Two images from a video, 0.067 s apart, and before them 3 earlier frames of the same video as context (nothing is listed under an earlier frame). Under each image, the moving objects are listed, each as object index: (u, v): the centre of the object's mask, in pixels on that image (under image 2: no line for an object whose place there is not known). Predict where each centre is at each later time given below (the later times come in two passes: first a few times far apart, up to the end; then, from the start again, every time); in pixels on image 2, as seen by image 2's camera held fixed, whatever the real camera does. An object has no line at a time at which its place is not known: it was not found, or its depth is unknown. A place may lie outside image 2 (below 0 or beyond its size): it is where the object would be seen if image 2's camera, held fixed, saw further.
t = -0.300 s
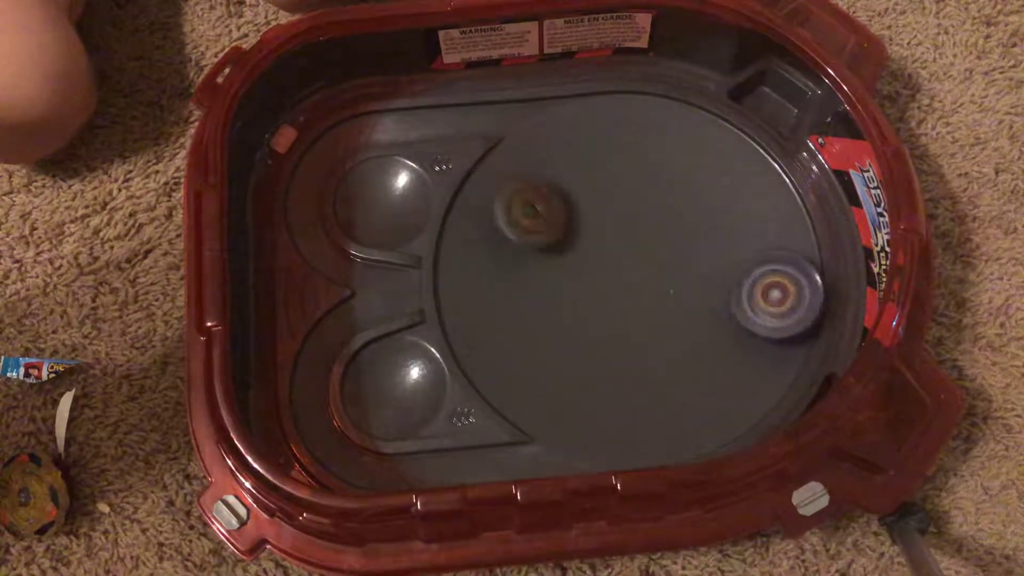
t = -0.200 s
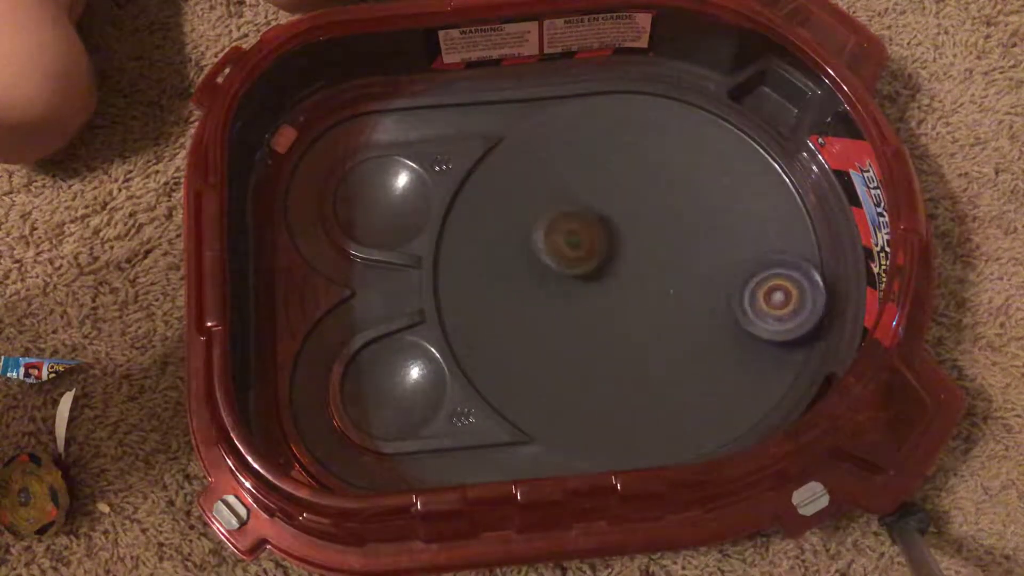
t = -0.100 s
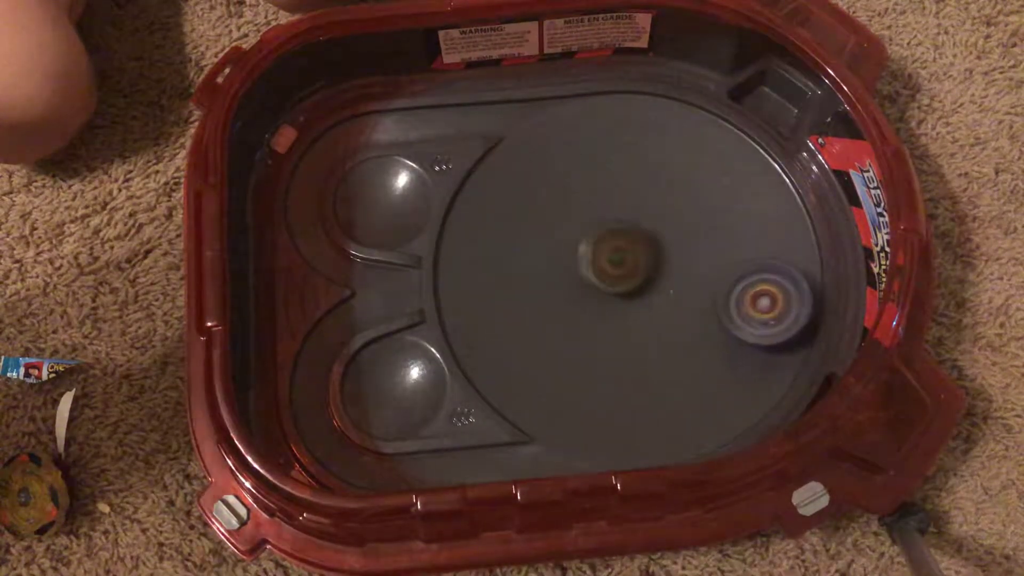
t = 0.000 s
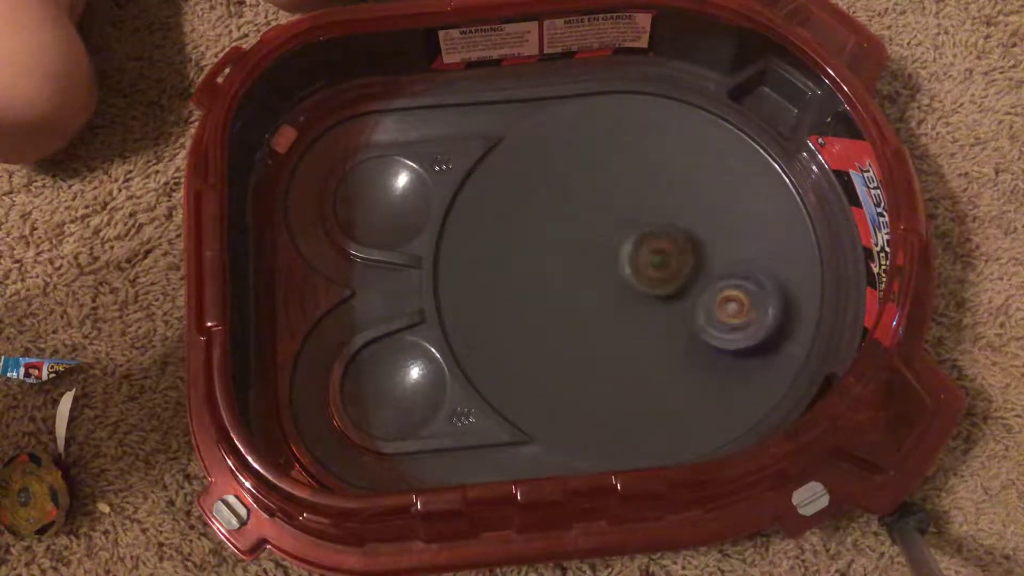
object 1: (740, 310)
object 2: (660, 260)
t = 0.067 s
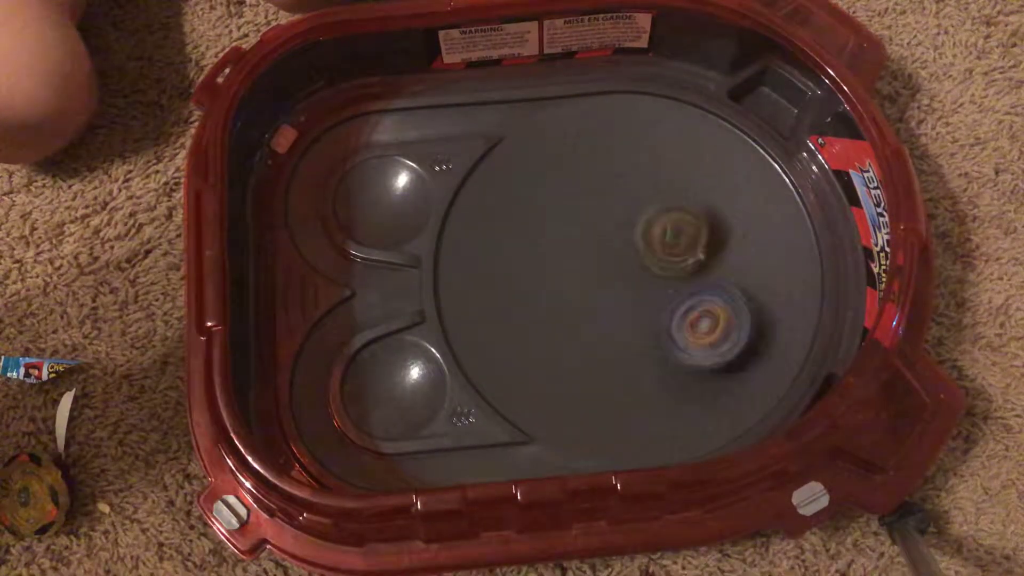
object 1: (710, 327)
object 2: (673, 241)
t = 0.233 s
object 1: (665, 364)
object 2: (691, 175)
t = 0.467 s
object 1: (623, 362)
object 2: (750, 193)
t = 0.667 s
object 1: (579, 338)
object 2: (806, 244)
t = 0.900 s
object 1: (550, 284)
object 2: (806, 322)
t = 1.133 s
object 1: (545, 234)
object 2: (747, 389)
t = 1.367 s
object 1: (574, 204)
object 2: (653, 414)
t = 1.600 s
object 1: (620, 198)
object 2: (552, 392)
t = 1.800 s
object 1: (663, 215)
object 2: (488, 349)
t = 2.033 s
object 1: (691, 255)
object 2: (449, 275)
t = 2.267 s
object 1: (690, 297)
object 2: (472, 204)
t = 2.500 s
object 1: (660, 329)
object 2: (543, 158)
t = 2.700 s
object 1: (616, 333)
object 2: (616, 147)
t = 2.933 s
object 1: (568, 312)
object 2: (696, 170)
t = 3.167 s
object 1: (543, 272)
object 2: (749, 221)
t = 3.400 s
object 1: (551, 232)
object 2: (756, 293)
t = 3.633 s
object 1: (587, 207)
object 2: (717, 359)
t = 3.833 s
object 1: (631, 203)
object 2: (657, 388)
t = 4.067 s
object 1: (673, 227)
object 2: (578, 382)
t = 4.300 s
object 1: (692, 276)
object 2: (517, 335)
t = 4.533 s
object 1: (676, 316)
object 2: (496, 271)
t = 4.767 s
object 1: (633, 334)
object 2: (522, 210)
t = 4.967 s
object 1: (590, 323)
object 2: (570, 172)
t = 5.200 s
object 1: (555, 288)
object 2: (635, 159)
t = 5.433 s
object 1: (550, 243)
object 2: (694, 192)
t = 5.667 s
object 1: (578, 213)
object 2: (729, 256)
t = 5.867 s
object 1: (616, 209)
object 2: (731, 314)
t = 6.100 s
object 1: (662, 230)
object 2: (693, 362)
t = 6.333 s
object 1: (683, 272)
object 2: (624, 369)
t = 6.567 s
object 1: (671, 314)
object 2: (555, 341)
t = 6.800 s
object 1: (630, 327)
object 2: (514, 291)
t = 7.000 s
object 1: (591, 314)
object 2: (510, 244)
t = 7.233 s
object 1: (561, 283)
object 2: (548, 192)
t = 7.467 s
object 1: (552, 253)
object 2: (592, 147)
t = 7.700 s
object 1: (578, 231)
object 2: (648, 167)
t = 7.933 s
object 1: (568, 238)
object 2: (774, 201)
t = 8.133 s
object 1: (562, 258)
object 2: (796, 251)
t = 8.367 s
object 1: (569, 286)
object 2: (735, 309)
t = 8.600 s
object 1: (572, 298)
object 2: (682, 320)
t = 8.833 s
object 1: (559, 283)
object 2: (645, 273)
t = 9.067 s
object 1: (565, 261)
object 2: (663, 217)
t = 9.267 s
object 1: (597, 246)
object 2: (702, 201)
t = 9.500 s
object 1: (642, 236)
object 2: (732, 236)
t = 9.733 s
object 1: (593, 216)
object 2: (780, 303)
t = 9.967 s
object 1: (560, 215)
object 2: (711, 307)
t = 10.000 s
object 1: (558, 215)
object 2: (699, 302)
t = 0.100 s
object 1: (701, 343)
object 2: (677, 221)
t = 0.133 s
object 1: (689, 351)
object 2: (680, 202)
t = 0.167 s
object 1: (679, 357)
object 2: (682, 189)
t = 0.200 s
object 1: (670, 361)
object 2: (686, 180)
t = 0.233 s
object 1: (665, 364)
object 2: (691, 175)
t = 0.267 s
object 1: (660, 366)
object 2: (696, 173)
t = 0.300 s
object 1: (655, 367)
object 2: (705, 172)
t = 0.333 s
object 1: (648, 367)
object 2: (714, 176)
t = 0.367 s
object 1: (641, 367)
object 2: (722, 177)
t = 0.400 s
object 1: (635, 365)
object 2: (730, 181)
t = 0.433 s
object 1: (629, 364)
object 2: (741, 186)
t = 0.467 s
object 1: (623, 362)
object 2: (750, 193)
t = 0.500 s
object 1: (614, 360)
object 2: (761, 201)
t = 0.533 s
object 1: (606, 356)
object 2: (772, 208)
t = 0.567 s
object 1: (599, 352)
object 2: (781, 217)
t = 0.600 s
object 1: (592, 347)
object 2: (791, 225)
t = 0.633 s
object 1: (586, 343)
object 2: (799, 235)
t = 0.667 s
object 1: (579, 338)
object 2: (806, 244)
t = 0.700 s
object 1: (574, 329)
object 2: (813, 255)
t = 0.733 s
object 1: (567, 322)
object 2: (818, 266)
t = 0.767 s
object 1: (563, 313)
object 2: (816, 277)
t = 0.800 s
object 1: (559, 306)
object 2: (814, 287)
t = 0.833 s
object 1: (556, 298)
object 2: (812, 300)
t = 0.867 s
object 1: (553, 290)
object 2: (811, 310)
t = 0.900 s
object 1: (550, 284)
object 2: (806, 322)
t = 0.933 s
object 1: (548, 278)
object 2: (801, 333)
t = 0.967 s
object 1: (546, 270)
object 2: (795, 344)
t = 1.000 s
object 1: (543, 262)
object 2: (788, 355)
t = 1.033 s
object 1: (542, 255)
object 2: (779, 365)
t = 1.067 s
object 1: (542, 248)
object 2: (771, 374)
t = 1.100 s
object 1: (542, 242)
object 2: (760, 383)
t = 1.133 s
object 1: (545, 234)
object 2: (747, 389)
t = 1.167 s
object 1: (547, 230)
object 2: (736, 397)
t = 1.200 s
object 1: (550, 224)
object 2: (724, 402)
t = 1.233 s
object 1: (553, 218)
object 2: (709, 407)
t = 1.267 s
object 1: (558, 215)
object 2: (696, 409)
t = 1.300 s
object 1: (562, 211)
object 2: (684, 413)
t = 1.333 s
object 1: (567, 206)
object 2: (667, 415)
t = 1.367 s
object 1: (574, 204)
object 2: (653, 414)
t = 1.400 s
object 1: (580, 202)
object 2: (638, 415)
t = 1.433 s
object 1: (586, 199)
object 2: (622, 412)
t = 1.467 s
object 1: (593, 199)
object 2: (610, 410)
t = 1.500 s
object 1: (599, 198)
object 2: (593, 408)
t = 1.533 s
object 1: (606, 198)
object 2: (581, 405)
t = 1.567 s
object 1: (613, 198)
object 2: (565, 397)
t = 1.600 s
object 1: (620, 198)
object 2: (552, 392)
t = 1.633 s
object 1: (627, 200)
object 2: (542, 387)
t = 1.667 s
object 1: (637, 202)
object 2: (529, 380)
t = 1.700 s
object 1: (642, 204)
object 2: (519, 373)
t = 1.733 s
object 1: (649, 207)
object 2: (504, 364)
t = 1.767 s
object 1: (656, 210)
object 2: (496, 358)
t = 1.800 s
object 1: (663, 215)
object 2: (488, 349)
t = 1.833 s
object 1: (668, 218)
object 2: (479, 339)
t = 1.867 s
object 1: (673, 225)
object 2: (472, 330)
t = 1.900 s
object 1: (677, 230)
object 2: (464, 319)
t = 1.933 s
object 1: (682, 236)
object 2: (458, 308)
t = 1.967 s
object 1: (686, 241)
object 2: (454, 298)
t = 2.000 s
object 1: (690, 250)
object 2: (451, 285)
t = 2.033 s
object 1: (691, 255)
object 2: (449, 275)
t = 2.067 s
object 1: (691, 259)
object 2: (449, 262)
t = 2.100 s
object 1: (693, 266)
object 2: (450, 252)
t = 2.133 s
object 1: (695, 273)
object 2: (452, 242)
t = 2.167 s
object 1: (695, 279)
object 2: (455, 232)
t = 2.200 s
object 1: (694, 286)
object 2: (460, 220)
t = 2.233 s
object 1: (692, 291)
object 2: (466, 212)
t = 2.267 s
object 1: (690, 297)
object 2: (472, 204)
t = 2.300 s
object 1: (687, 303)
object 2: (479, 196)
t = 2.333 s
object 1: (683, 309)
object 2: (489, 188)
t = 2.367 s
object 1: (680, 314)
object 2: (498, 181)
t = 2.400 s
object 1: (676, 318)
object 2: (509, 175)
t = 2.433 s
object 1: (671, 322)
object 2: (519, 169)
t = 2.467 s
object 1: (665, 326)
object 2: (531, 165)
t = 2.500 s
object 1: (660, 329)
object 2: (543, 158)
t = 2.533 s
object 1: (652, 330)
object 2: (556, 155)
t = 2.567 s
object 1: (646, 331)
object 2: (567, 152)
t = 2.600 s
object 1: (639, 332)
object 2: (578, 149)
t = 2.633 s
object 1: (631, 334)
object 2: (589, 146)
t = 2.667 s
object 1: (624, 335)
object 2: (603, 146)
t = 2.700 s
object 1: (616, 333)
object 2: (616, 147)
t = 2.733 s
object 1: (608, 331)
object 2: (627, 147)
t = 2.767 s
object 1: (601, 330)
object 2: (638, 149)
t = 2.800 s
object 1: (594, 327)
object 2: (650, 151)
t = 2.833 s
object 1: (587, 324)
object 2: (663, 154)
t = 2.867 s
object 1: (581, 321)
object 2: (673, 158)
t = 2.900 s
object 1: (574, 316)
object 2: (686, 163)
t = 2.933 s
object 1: (568, 312)
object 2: (696, 170)
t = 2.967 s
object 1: (563, 307)
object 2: (706, 175)
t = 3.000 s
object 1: (558, 302)
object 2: (715, 180)
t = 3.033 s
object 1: (553, 295)
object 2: (723, 187)
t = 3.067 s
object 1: (550, 290)
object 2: (731, 196)
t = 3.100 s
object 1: (547, 284)
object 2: (738, 203)
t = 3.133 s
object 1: (545, 278)
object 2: (744, 212)
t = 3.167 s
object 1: (543, 272)
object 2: (749, 221)
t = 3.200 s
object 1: (542, 266)
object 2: (752, 229)
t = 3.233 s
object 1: (542, 260)
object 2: (754, 240)
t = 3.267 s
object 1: (542, 253)
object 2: (758, 251)
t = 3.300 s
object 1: (543, 247)
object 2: (758, 261)
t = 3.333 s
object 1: (545, 242)
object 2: (758, 271)
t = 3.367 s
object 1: (547, 236)
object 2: (758, 281)
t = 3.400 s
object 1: (551, 232)
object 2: (756, 293)
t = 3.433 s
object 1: (554, 227)
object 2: (753, 303)
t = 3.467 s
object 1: (558, 223)
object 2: (750, 313)
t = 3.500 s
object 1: (563, 219)
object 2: (744, 323)
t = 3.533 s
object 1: (568, 215)
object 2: (739, 333)
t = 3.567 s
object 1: (575, 211)
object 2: (732, 342)
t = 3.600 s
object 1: (580, 209)
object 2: (726, 351)
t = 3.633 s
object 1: (587, 207)
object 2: (717, 359)
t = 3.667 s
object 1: (593, 205)
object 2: (711, 367)
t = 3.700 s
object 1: (601, 203)
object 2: (699, 372)
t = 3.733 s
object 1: (609, 201)
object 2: (689, 378)
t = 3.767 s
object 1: (616, 202)
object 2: (679, 383)
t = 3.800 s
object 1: (624, 202)
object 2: (666, 385)
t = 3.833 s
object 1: (631, 203)
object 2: (657, 388)
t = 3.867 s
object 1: (638, 205)
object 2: (646, 390)
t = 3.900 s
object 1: (646, 207)
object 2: (636, 393)
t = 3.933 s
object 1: (652, 210)
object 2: (624, 393)
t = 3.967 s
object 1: (657, 212)
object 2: (611, 392)
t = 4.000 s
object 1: (664, 216)
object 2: (601, 390)
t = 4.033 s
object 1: (668, 220)
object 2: (589, 386)
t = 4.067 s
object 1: (673, 227)
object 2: (578, 382)
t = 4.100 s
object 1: (678, 233)
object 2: (567, 378)
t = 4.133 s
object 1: (682, 239)
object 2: (558, 372)
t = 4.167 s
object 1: (684, 246)
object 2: (548, 366)
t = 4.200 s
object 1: (688, 253)
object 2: (540, 360)
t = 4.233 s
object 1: (691, 262)
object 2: (529, 348)
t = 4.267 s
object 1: (692, 269)
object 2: (523, 344)
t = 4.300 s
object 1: (692, 276)
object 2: (517, 335)
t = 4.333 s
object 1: (693, 281)
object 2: (510, 325)
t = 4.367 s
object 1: (692, 288)
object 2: (505, 316)
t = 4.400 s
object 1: (690, 294)
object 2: (502, 308)
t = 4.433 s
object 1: (687, 299)
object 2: (499, 301)
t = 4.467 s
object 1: (684, 304)
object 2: (497, 289)
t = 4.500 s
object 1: (680, 311)
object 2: (496, 280)
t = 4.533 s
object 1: (676, 316)
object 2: (496, 271)
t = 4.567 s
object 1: (672, 320)
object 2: (496, 260)
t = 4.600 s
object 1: (667, 325)
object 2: (498, 252)
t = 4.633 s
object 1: (662, 327)
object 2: (501, 243)
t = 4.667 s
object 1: (656, 330)
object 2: (504, 233)
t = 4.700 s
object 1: (648, 331)
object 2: (509, 225)
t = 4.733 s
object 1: (641, 332)
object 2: (515, 217)
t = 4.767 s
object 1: (633, 334)
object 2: (522, 210)
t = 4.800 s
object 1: (628, 332)
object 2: (529, 203)
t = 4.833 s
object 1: (622, 332)
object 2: (536, 196)
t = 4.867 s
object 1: (612, 332)
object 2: (544, 188)
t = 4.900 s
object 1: (604, 329)
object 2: (553, 182)
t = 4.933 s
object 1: (597, 327)
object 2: (561, 177)
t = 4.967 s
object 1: (590, 323)
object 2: (570, 172)
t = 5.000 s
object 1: (585, 321)
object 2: (579, 168)
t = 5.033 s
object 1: (578, 317)
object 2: (588, 163)
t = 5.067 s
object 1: (574, 313)
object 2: (597, 159)
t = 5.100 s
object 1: (569, 308)
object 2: (607, 158)
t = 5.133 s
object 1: (563, 301)
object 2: (616, 158)
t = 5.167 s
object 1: (558, 295)
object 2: (625, 158)
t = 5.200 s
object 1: (555, 288)
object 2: (635, 159)
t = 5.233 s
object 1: (552, 283)
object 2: (644, 161)
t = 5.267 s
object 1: (552, 277)
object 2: (654, 165)
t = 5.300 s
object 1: (549, 269)
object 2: (663, 169)
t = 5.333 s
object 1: (548, 263)
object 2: (672, 175)
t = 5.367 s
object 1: (548, 256)
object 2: (680, 180)
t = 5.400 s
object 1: (548, 248)
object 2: (687, 186)
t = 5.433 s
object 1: (550, 243)
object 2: (694, 192)
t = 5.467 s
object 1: (552, 239)
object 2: (702, 203)
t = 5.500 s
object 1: (555, 234)
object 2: (707, 209)
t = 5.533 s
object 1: (559, 229)
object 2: (713, 218)
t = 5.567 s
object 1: (563, 223)
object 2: (717, 227)
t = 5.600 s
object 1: (568, 219)
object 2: (722, 238)
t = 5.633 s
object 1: (572, 216)
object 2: (727, 247)
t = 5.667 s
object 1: (578, 213)
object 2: (729, 256)
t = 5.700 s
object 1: (584, 212)
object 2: (731, 266)
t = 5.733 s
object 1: (591, 210)
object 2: (734, 277)
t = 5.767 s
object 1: (597, 208)
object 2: (733, 285)
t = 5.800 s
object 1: (603, 208)
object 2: (734, 296)
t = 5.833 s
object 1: (609, 208)
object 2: (733, 305)
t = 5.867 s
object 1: (616, 209)
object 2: (731, 314)
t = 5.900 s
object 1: (624, 210)
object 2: (727, 322)
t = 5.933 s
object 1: (631, 212)
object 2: (722, 330)
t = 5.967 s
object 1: (638, 213)
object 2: (721, 338)
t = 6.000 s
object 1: (644, 217)
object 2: (714, 345)
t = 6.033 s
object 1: (650, 221)
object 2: (708, 351)
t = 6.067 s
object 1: (656, 226)
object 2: (701, 357)
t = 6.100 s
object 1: (662, 230)
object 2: (693, 362)
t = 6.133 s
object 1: (668, 235)
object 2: (684, 365)
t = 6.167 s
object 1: (672, 243)
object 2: (676, 368)
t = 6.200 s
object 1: (675, 248)
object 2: (666, 370)
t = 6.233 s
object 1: (678, 254)
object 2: (656, 371)
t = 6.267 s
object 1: (681, 260)
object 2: (646, 371)
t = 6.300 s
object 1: (682, 266)
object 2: (635, 371)
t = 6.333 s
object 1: (683, 272)
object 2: (624, 369)
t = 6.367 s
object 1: (683, 282)
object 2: (614, 367)
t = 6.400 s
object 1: (684, 289)
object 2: (604, 365)
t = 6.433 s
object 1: (683, 293)
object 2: (593, 360)
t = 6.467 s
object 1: (680, 297)
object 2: (582, 356)
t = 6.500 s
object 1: (677, 301)
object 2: (573, 352)
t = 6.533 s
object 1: (675, 307)
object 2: (564, 347)
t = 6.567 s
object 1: (671, 314)
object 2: (555, 341)
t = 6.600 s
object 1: (667, 317)
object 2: (547, 335)
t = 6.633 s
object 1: (661, 319)
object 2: (539, 329)
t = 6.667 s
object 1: (657, 324)
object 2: (532, 321)
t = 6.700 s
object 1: (651, 327)
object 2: (526, 314)
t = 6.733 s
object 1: (644, 327)
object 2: (522, 306)
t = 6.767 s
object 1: (637, 327)
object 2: (517, 301)
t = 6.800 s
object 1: (630, 327)
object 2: (514, 291)
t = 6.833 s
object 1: (624, 327)
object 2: (510, 284)
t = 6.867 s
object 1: (618, 326)
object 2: (508, 275)
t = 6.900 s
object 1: (611, 325)
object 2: (507, 267)
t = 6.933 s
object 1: (604, 323)
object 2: (507, 260)
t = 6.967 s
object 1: (597, 319)
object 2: (507, 252)
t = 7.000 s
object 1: (591, 314)
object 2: (510, 244)
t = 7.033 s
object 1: (583, 310)
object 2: (513, 238)
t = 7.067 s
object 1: (579, 306)
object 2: (516, 231)
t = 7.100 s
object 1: (577, 302)
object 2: (521, 224)
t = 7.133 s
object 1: (571, 293)
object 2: (528, 217)
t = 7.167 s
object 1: (567, 287)
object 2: (534, 211)
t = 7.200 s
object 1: (563, 284)
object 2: (542, 204)
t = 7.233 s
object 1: (561, 283)
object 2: (548, 192)
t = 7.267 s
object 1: (558, 277)
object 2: (554, 183)
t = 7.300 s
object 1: (555, 273)
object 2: (559, 174)
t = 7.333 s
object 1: (554, 268)
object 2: (565, 166)
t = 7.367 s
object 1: (553, 263)
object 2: (570, 159)
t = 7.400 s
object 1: (552, 259)
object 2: (576, 154)
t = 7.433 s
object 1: (552, 254)
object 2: (584, 150)
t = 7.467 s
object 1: (552, 253)
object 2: (592, 147)
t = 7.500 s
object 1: (555, 246)
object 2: (599, 146)
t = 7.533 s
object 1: (556, 241)
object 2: (607, 147)
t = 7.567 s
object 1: (559, 238)
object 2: (617, 150)
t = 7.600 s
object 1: (564, 235)
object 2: (625, 154)
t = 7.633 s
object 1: (568, 233)
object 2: (634, 157)
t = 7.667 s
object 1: (573, 232)
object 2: (642, 162)
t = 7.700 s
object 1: (578, 231)
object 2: (648, 167)
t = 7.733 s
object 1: (585, 226)
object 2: (654, 175)
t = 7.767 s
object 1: (586, 225)
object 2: (666, 184)
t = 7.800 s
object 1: (581, 227)
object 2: (703, 187)
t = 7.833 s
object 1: (577, 231)
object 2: (731, 191)
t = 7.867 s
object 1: (573, 233)
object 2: (753, 194)
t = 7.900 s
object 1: (570, 236)
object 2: (767, 198)
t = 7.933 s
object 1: (568, 238)
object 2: (774, 201)
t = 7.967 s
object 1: (566, 243)
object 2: (782, 208)
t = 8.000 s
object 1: (564, 246)
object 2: (789, 213)
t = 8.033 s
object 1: (564, 249)
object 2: (792, 222)
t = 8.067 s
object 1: (562, 251)
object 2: (795, 230)
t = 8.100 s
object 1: (562, 256)
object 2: (795, 241)
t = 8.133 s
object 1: (562, 258)
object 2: (796, 251)
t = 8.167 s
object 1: (561, 260)
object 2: (795, 259)
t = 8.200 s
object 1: (561, 264)
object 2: (789, 269)
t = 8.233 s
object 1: (563, 267)
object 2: (781, 278)
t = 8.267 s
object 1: (562, 270)
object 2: (773, 288)
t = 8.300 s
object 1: (564, 274)
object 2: (761, 298)
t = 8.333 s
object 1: (568, 282)
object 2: (752, 304)
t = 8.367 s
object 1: (569, 286)
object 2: (735, 309)
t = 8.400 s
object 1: (572, 289)
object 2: (722, 314)
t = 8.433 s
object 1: (576, 293)
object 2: (709, 316)
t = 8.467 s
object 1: (579, 297)
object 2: (692, 315)
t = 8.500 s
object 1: (585, 300)
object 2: (677, 315)
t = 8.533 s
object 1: (583, 298)
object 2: (676, 318)
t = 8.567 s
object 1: (578, 299)
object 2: (681, 320)
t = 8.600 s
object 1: (572, 298)
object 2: (682, 320)
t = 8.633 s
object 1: (569, 297)
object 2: (681, 318)
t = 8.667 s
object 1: (566, 295)
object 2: (674, 314)
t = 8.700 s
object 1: (563, 293)
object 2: (668, 305)
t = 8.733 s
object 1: (561, 291)
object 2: (661, 298)
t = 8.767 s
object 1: (559, 289)
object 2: (653, 290)
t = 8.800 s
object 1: (559, 285)
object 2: (651, 282)
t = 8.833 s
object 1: (559, 283)
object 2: (645, 273)
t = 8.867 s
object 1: (559, 280)
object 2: (641, 264)
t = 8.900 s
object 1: (559, 277)
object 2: (643, 257)
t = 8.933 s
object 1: (558, 274)
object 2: (646, 246)
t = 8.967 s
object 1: (559, 269)
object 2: (649, 239)
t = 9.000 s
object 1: (560, 266)
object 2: (653, 233)
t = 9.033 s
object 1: (562, 262)
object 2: (658, 224)
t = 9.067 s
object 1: (565, 261)
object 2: (663, 217)
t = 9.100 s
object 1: (569, 258)
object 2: (667, 211)
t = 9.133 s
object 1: (572, 252)
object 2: (673, 208)
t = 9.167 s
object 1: (578, 252)
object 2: (680, 204)
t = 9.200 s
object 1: (585, 251)
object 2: (688, 204)
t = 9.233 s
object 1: (592, 248)
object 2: (696, 204)
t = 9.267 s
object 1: (597, 246)
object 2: (702, 201)
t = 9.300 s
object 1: (604, 245)
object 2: (707, 203)
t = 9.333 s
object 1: (613, 244)
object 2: (714, 204)
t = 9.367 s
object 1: (619, 241)
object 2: (719, 208)
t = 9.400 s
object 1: (626, 242)
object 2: (724, 215)
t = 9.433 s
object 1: (632, 240)
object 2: (727, 219)
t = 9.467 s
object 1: (638, 237)
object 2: (728, 226)
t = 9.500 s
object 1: (642, 236)
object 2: (732, 236)
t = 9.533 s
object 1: (633, 232)
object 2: (755, 251)
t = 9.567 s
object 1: (625, 229)
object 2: (775, 266)
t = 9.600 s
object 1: (616, 226)
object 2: (785, 279)
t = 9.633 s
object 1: (612, 224)
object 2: (786, 288)
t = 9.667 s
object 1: (606, 221)
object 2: (785, 295)
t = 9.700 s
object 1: (601, 221)
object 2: (783, 299)
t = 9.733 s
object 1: (593, 216)
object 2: (780, 303)
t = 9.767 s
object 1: (589, 215)
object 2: (772, 307)
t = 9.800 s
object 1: (582, 214)
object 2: (763, 310)
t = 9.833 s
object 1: (576, 213)
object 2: (757, 313)
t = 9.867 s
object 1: (570, 211)
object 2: (747, 312)
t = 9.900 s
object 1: (566, 212)
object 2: (735, 314)
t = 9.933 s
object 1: (562, 213)
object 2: (722, 310)
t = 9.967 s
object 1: (560, 215)
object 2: (711, 307)
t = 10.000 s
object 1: (558, 215)
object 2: (699, 302)
